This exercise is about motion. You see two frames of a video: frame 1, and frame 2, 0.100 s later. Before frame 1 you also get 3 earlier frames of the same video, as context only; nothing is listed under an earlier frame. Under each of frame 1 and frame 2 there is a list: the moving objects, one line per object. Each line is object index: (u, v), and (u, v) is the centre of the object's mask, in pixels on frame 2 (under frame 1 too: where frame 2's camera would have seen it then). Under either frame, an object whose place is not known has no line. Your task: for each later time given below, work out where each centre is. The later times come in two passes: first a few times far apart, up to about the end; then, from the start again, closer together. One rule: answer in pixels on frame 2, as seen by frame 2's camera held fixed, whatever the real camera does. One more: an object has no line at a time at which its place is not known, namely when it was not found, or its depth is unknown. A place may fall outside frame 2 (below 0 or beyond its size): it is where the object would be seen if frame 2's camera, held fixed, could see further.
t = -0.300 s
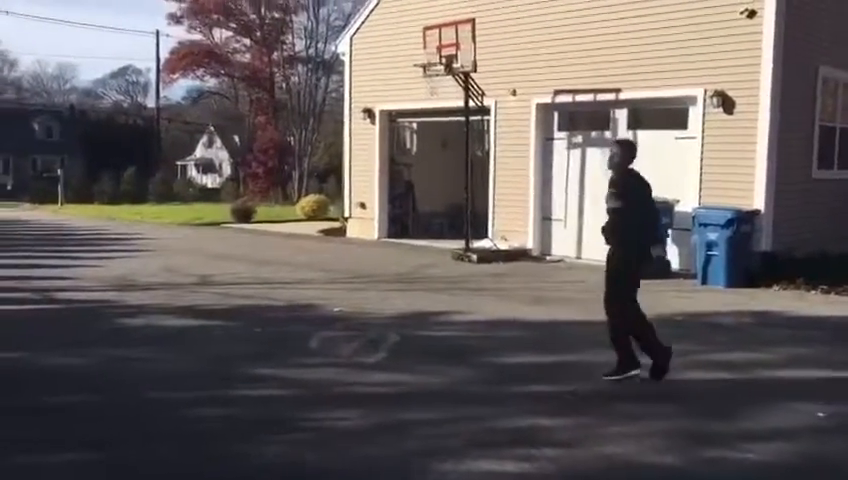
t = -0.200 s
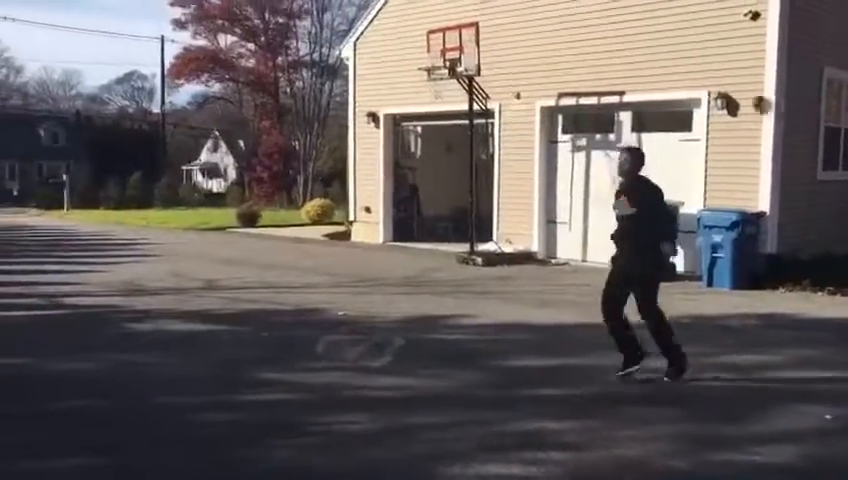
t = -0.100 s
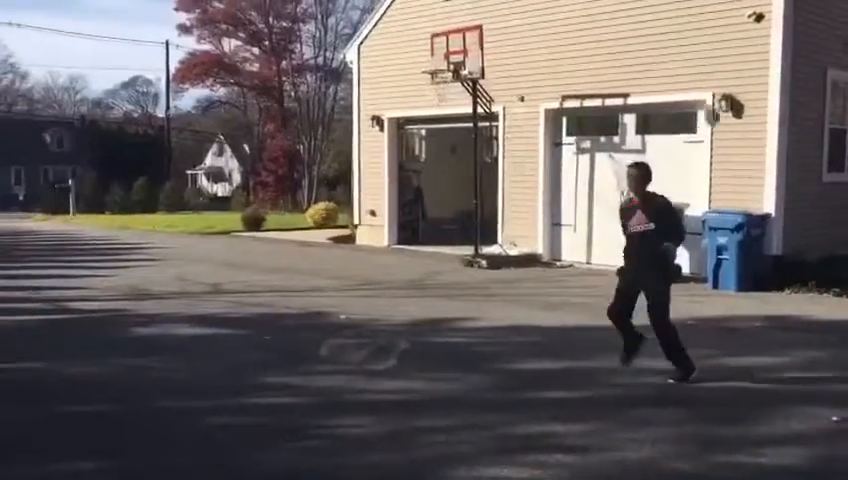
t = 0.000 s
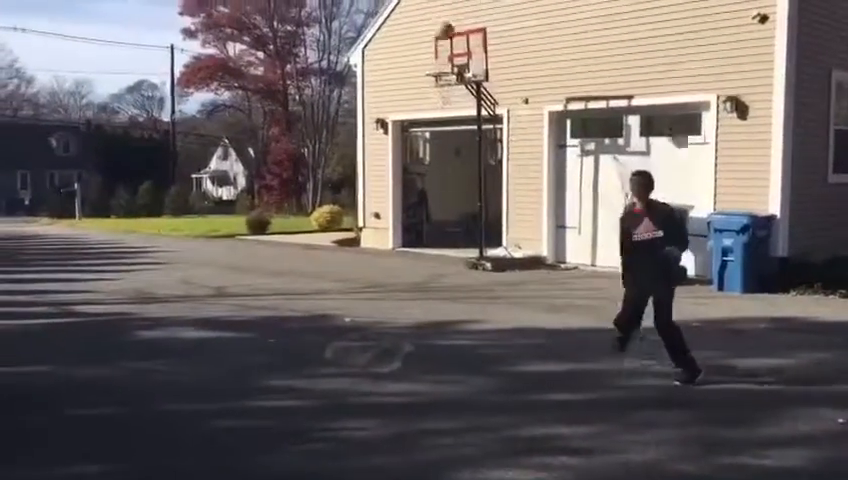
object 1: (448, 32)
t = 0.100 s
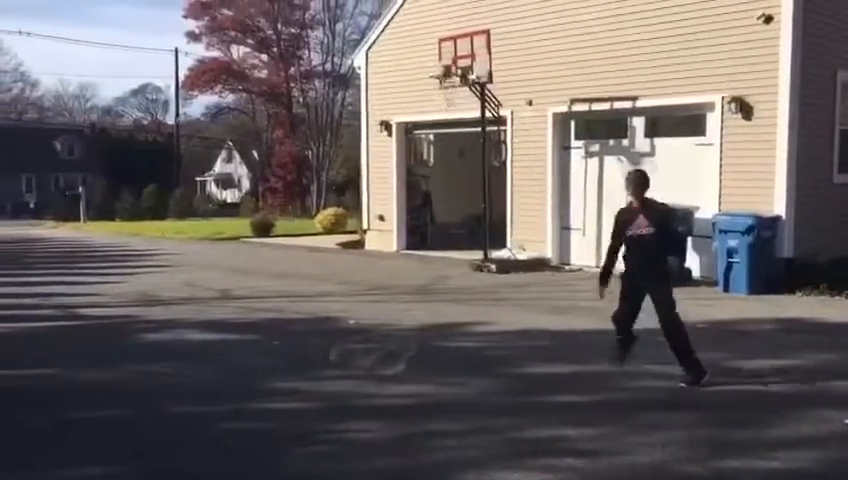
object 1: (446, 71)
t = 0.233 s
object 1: (449, 112)
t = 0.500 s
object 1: (453, 210)
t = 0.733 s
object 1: (457, 240)
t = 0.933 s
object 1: (459, 180)
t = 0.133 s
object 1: (445, 84)
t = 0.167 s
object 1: (447, 93)
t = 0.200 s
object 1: (448, 102)
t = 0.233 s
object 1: (449, 112)
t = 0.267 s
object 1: (448, 118)
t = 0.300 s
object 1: (447, 129)
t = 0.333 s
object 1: (448, 142)
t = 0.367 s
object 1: (448, 152)
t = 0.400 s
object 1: (449, 166)
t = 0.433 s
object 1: (451, 180)
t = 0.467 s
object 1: (452, 194)
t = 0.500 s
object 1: (453, 210)
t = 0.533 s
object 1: (456, 227)
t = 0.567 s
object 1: (455, 242)
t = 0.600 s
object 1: (456, 262)
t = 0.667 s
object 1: (457, 262)
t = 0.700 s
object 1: (457, 252)
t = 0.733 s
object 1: (457, 240)
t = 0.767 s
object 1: (458, 228)
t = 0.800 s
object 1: (459, 217)
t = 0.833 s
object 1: (458, 207)
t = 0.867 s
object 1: (457, 197)
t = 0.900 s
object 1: (458, 189)
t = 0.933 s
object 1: (459, 180)
